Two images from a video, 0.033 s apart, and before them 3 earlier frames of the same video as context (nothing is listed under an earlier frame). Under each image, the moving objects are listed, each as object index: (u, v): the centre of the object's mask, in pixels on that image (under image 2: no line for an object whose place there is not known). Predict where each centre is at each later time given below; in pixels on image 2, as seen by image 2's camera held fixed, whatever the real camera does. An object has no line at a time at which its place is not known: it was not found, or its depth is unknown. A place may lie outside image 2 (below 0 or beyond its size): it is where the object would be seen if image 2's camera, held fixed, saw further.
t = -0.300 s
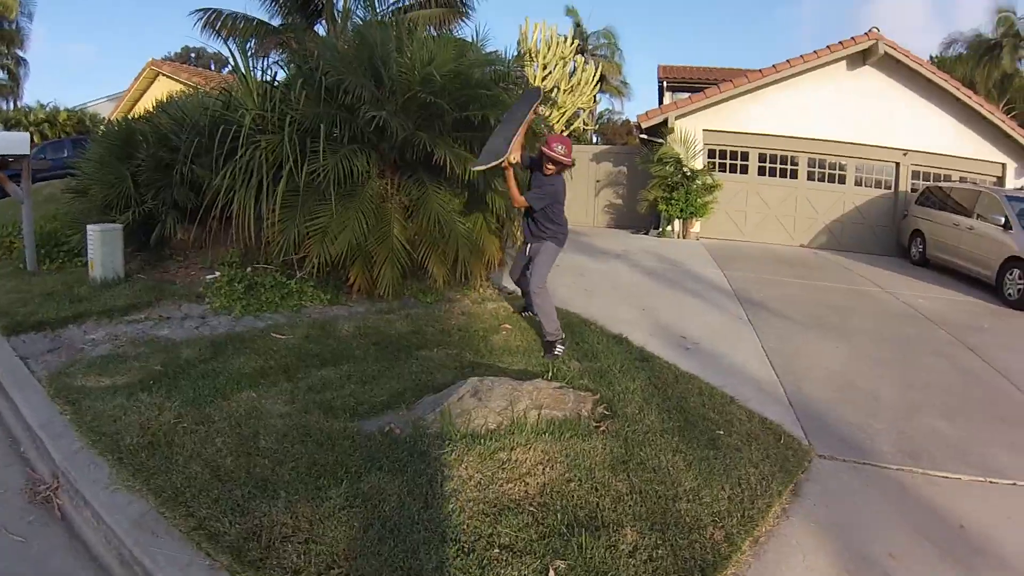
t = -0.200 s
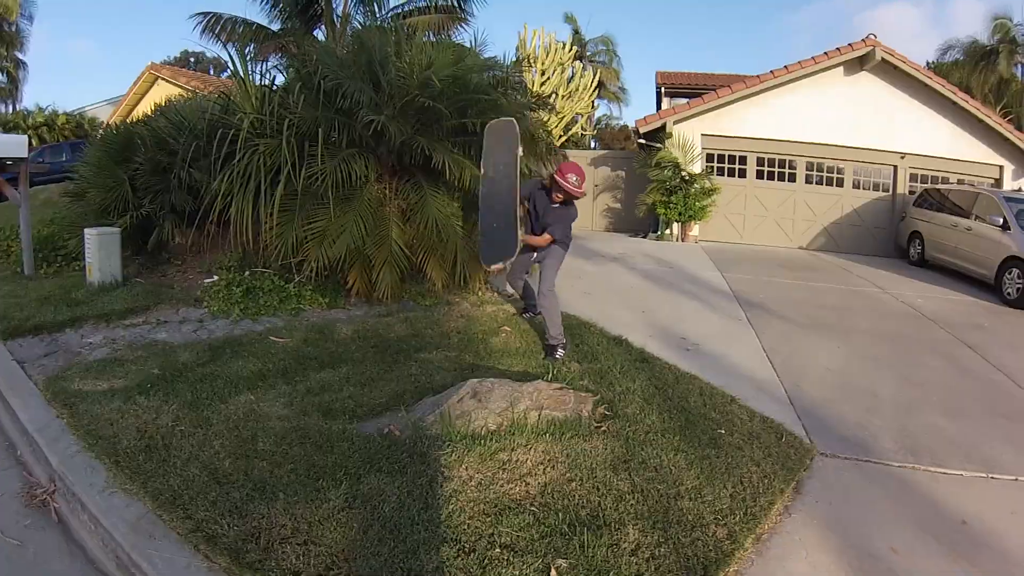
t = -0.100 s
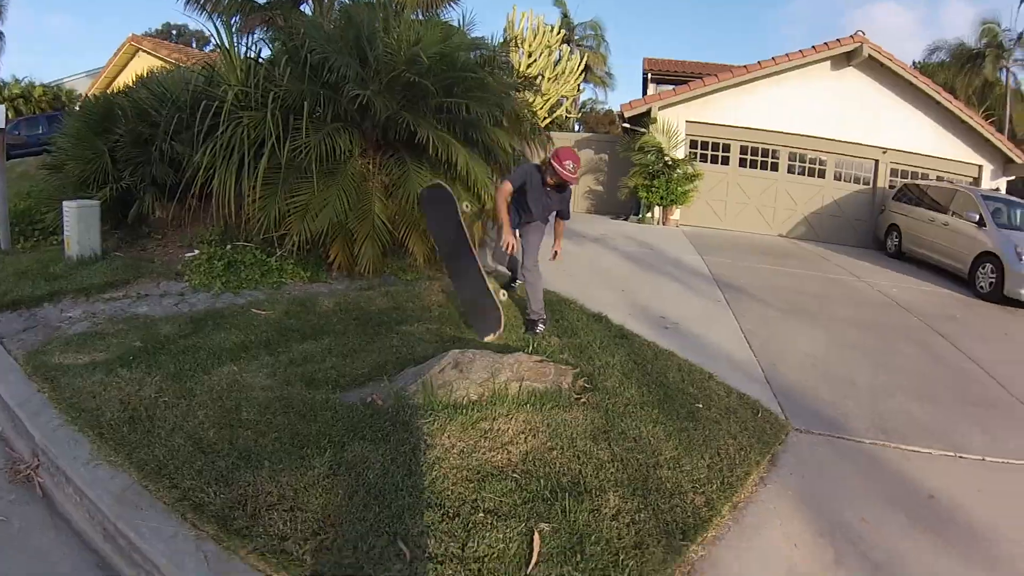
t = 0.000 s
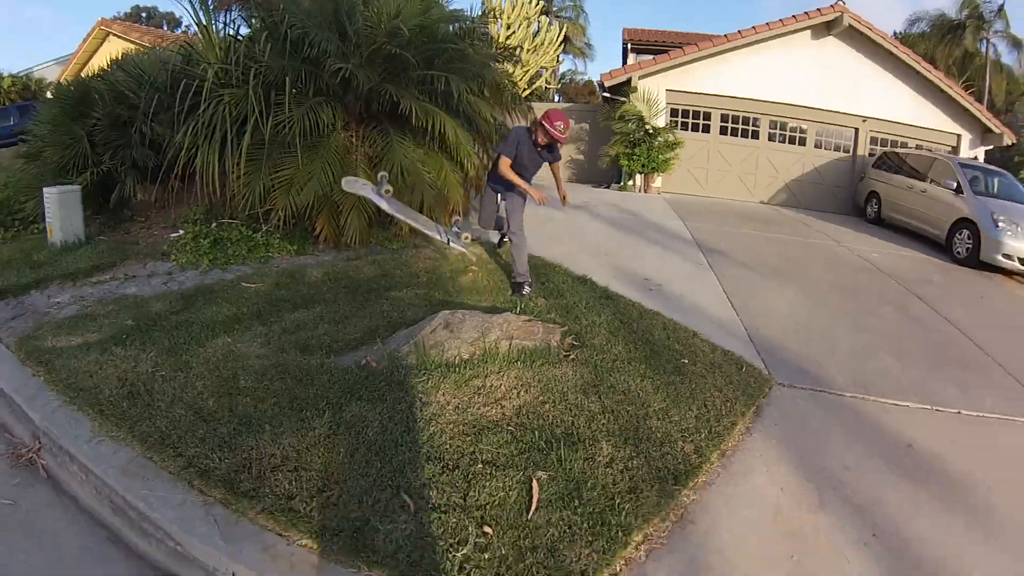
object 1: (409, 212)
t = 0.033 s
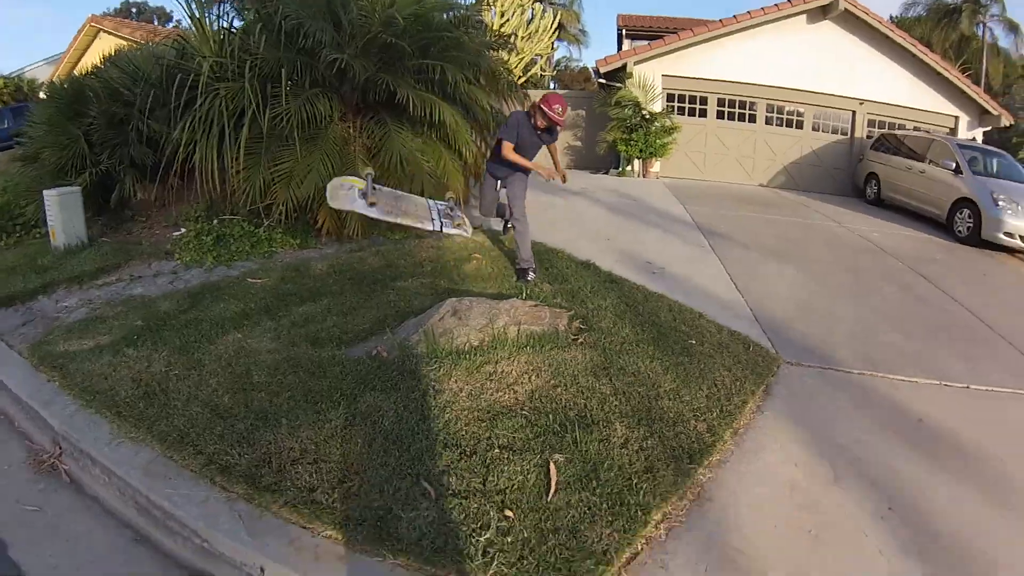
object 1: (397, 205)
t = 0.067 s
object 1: (390, 214)
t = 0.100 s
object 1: (377, 219)
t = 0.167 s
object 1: (368, 240)
